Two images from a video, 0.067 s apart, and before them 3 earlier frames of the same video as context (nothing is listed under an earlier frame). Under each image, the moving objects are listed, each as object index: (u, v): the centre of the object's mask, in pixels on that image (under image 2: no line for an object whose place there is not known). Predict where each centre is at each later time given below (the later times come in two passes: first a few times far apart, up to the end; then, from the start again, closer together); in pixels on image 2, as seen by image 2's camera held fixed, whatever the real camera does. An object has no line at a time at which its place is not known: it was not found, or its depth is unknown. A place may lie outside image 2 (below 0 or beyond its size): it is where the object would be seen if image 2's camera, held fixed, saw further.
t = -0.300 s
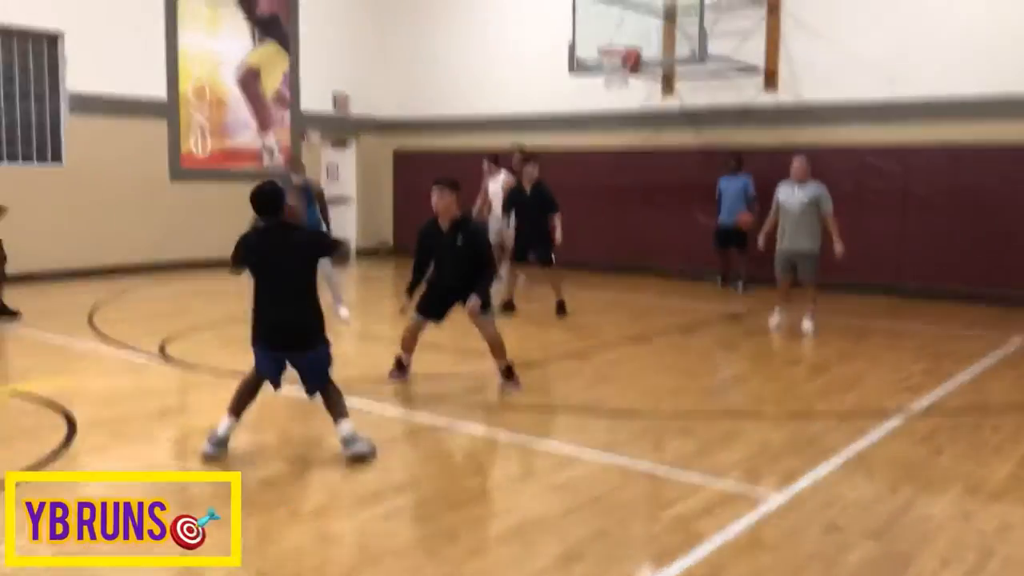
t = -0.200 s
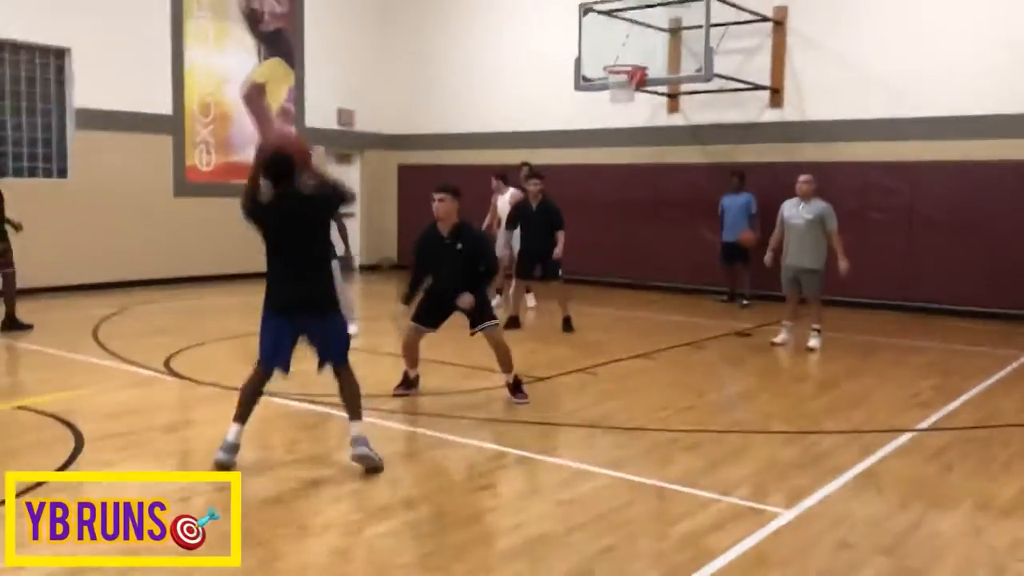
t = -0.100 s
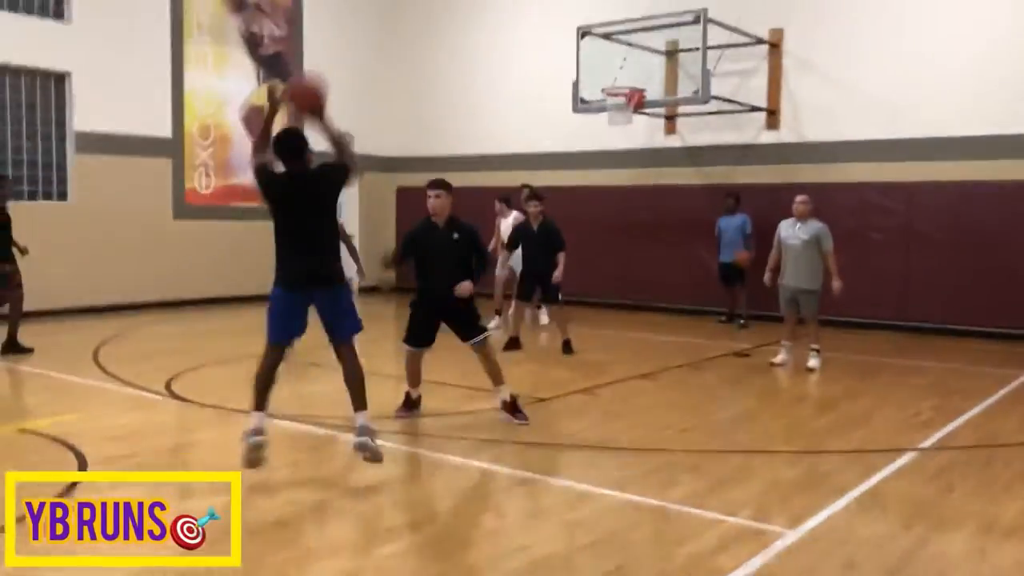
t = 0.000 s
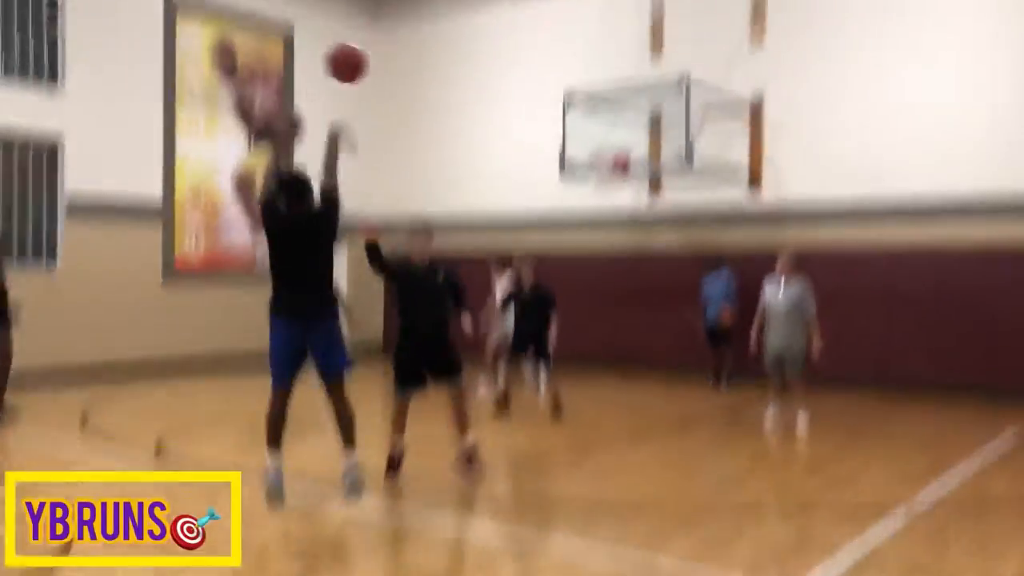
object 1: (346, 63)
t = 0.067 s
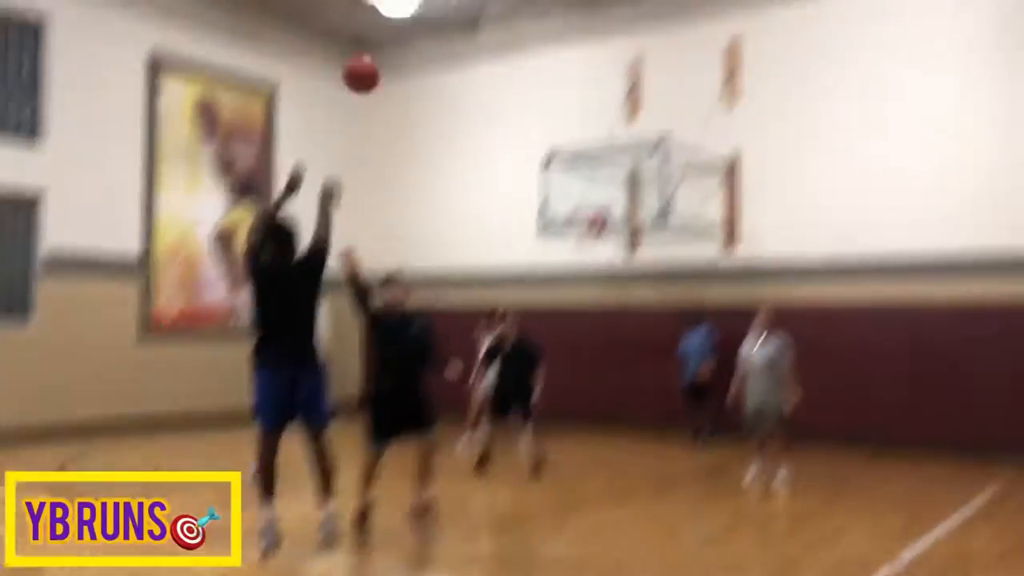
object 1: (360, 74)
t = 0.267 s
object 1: (433, 4)
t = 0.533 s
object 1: (494, -4)
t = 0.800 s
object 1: (537, 53)
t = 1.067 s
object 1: (567, 150)
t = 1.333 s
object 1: (588, 238)
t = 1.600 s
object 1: (590, 288)
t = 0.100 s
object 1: (374, 57)
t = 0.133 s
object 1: (387, 45)
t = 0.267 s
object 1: (433, 4)
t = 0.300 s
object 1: (441, -1)
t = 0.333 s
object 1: (451, -6)
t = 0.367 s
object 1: (458, -9)
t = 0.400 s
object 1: (466, -10)
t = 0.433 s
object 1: (473, -10)
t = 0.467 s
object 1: (480, -9)
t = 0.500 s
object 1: (487, -8)
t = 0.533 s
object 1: (494, -4)
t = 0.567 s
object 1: (500, 1)
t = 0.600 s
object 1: (506, 6)
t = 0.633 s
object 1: (514, 11)
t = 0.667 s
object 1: (516, 17)
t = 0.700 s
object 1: (522, 25)
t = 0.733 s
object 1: (527, 34)
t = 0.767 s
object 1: (534, 42)
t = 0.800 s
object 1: (537, 53)
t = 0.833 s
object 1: (542, 63)
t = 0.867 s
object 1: (545, 74)
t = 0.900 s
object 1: (551, 84)
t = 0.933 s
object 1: (555, 96)
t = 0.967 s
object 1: (559, 108)
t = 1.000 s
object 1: (562, 121)
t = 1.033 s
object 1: (565, 135)
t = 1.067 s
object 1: (567, 150)
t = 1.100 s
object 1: (571, 166)
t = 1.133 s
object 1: (574, 181)
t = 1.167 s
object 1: (577, 195)
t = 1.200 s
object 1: (580, 210)
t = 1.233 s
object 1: (583, 229)
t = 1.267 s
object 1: (586, 236)
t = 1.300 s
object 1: (587, 237)
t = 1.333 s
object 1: (588, 238)
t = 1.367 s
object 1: (587, 242)
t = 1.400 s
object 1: (588, 247)
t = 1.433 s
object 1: (588, 252)
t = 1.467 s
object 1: (589, 257)
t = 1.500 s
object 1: (589, 263)
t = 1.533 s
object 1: (590, 272)
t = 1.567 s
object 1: (591, 280)
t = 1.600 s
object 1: (590, 288)
